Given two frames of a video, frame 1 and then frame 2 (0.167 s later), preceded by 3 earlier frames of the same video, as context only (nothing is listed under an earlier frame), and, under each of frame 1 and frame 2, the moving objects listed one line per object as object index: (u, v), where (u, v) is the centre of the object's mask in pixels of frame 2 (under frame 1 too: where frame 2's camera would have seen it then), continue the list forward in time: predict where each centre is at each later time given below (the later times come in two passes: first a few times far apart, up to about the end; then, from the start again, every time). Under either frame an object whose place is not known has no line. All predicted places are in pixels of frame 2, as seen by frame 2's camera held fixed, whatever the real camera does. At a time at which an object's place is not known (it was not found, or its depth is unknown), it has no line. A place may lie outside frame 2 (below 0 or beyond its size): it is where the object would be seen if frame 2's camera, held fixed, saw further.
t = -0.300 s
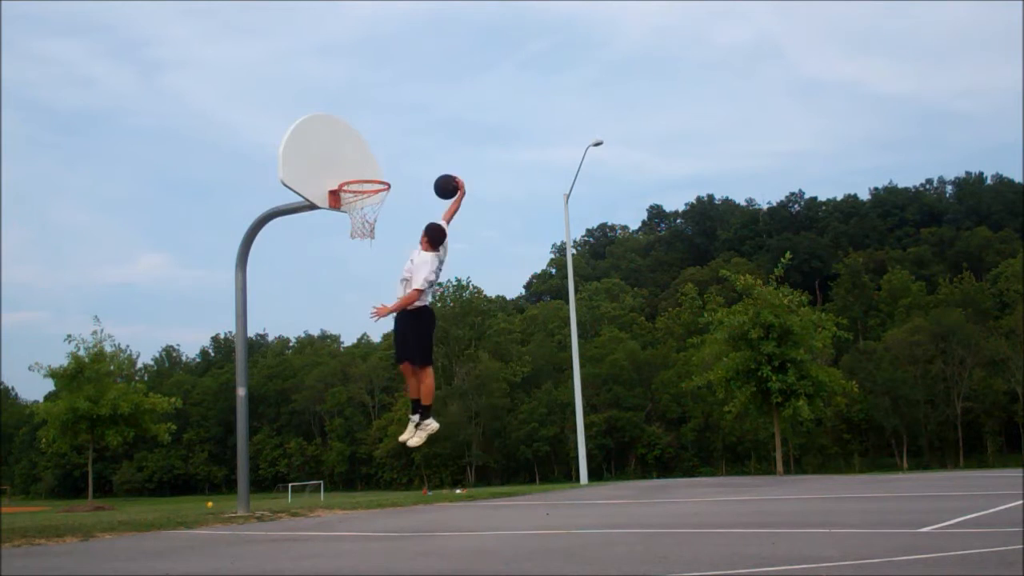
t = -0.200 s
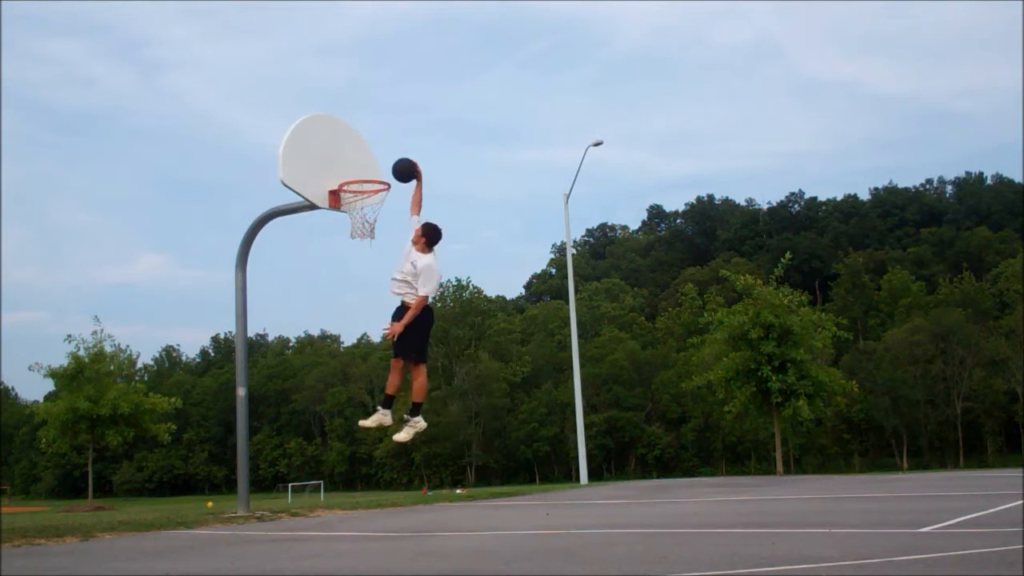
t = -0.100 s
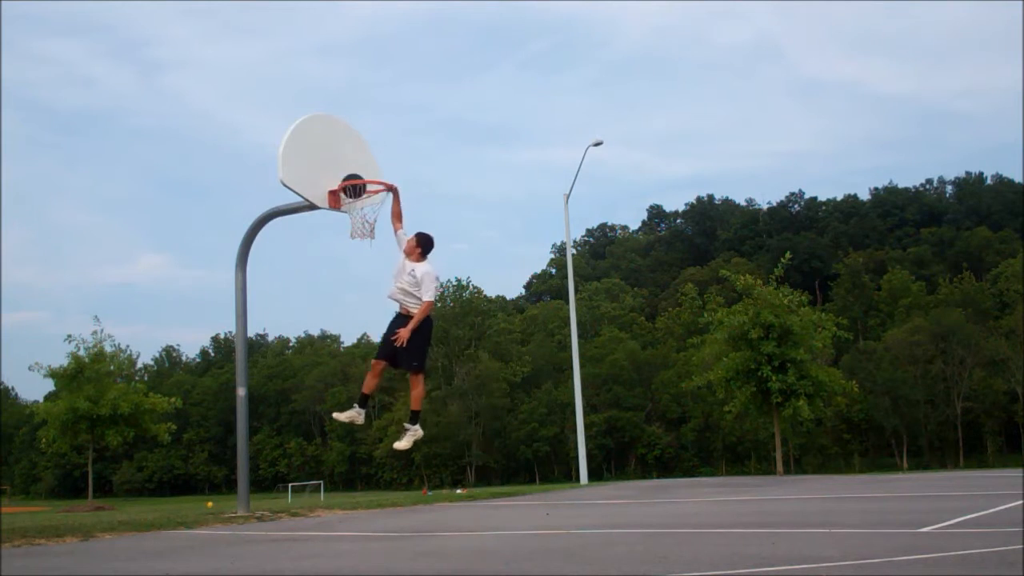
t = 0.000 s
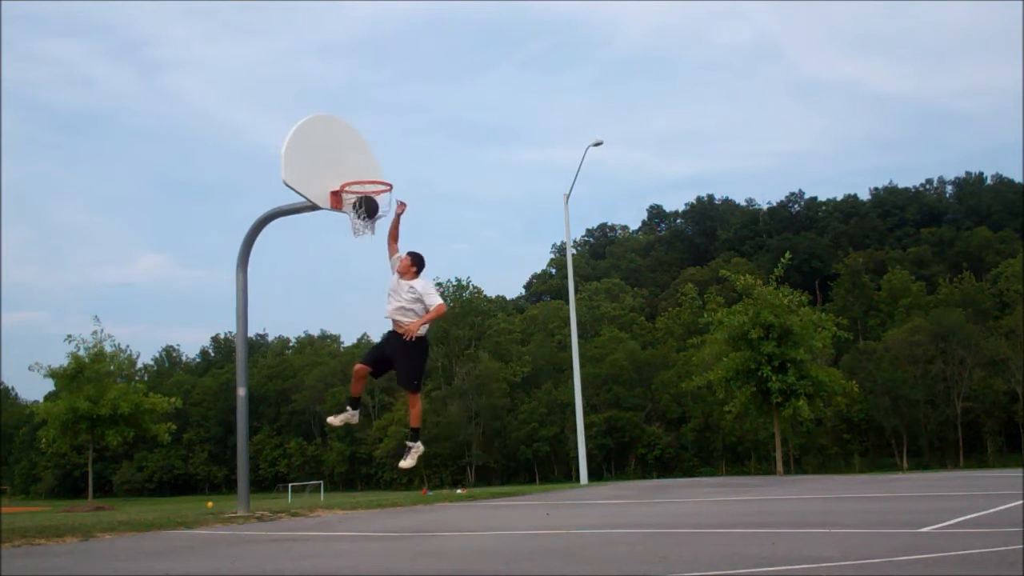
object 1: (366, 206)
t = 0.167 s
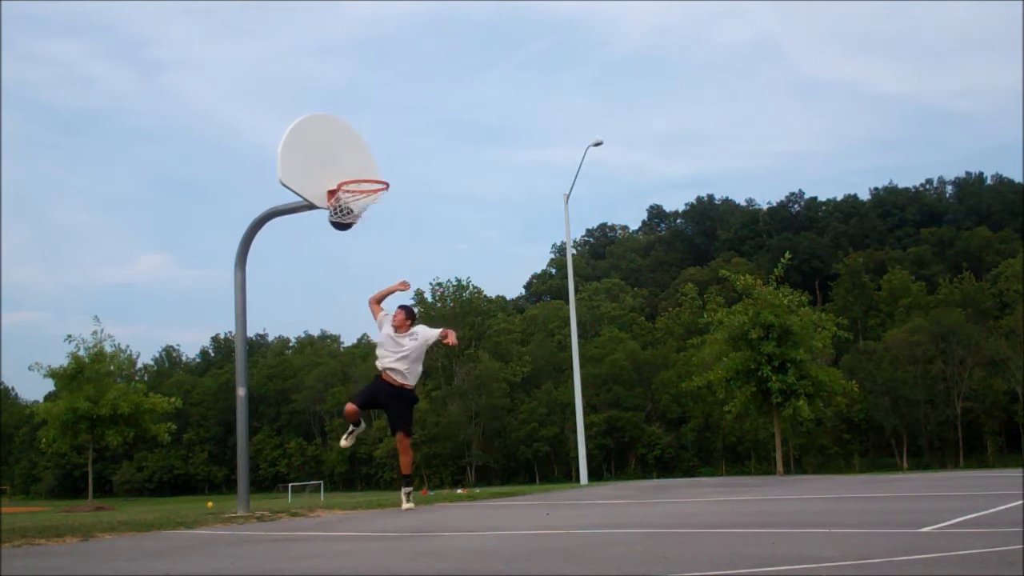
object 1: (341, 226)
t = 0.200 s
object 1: (341, 224)
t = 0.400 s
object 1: (352, 236)
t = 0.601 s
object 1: (370, 281)
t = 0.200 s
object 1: (341, 224)
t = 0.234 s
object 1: (341, 223)
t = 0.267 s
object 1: (343, 224)
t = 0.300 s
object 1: (344, 225)
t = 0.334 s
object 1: (346, 228)
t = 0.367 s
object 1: (349, 231)
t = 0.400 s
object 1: (352, 236)
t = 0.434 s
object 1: (356, 240)
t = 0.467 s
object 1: (359, 245)
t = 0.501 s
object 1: (362, 251)
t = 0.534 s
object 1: (364, 259)
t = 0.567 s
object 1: (367, 270)
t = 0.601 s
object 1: (370, 281)
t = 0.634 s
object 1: (373, 293)
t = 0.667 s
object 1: (376, 307)
